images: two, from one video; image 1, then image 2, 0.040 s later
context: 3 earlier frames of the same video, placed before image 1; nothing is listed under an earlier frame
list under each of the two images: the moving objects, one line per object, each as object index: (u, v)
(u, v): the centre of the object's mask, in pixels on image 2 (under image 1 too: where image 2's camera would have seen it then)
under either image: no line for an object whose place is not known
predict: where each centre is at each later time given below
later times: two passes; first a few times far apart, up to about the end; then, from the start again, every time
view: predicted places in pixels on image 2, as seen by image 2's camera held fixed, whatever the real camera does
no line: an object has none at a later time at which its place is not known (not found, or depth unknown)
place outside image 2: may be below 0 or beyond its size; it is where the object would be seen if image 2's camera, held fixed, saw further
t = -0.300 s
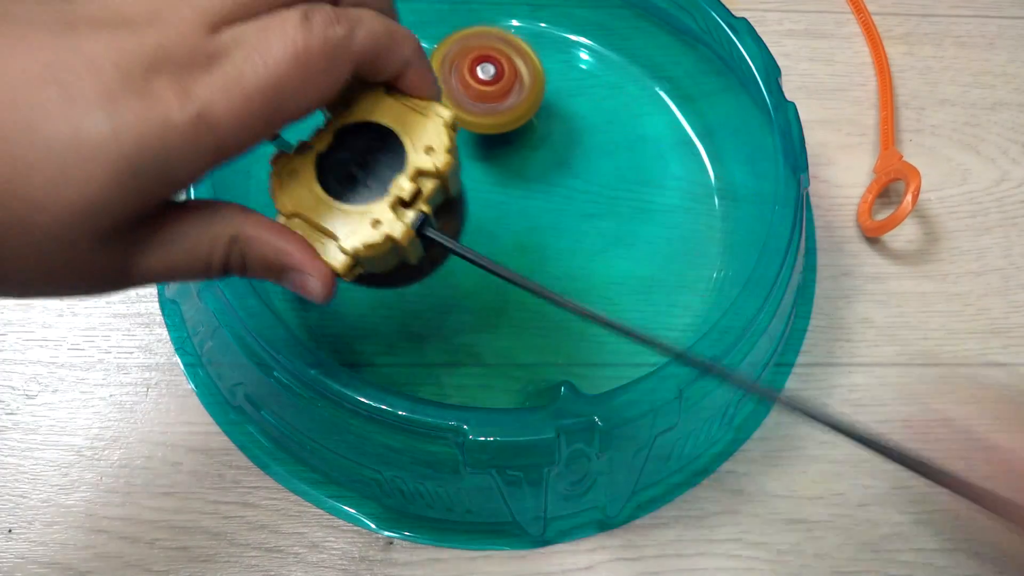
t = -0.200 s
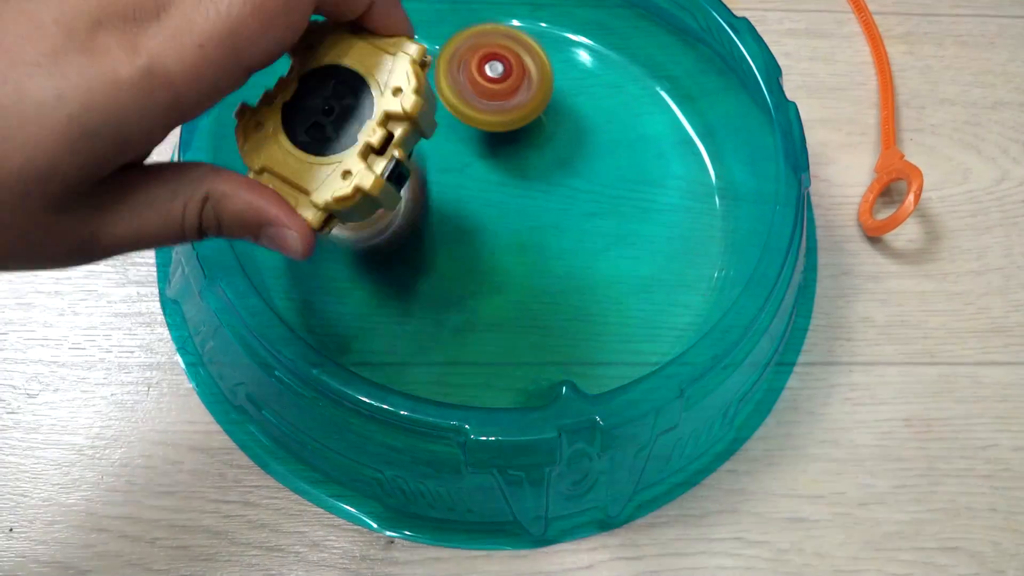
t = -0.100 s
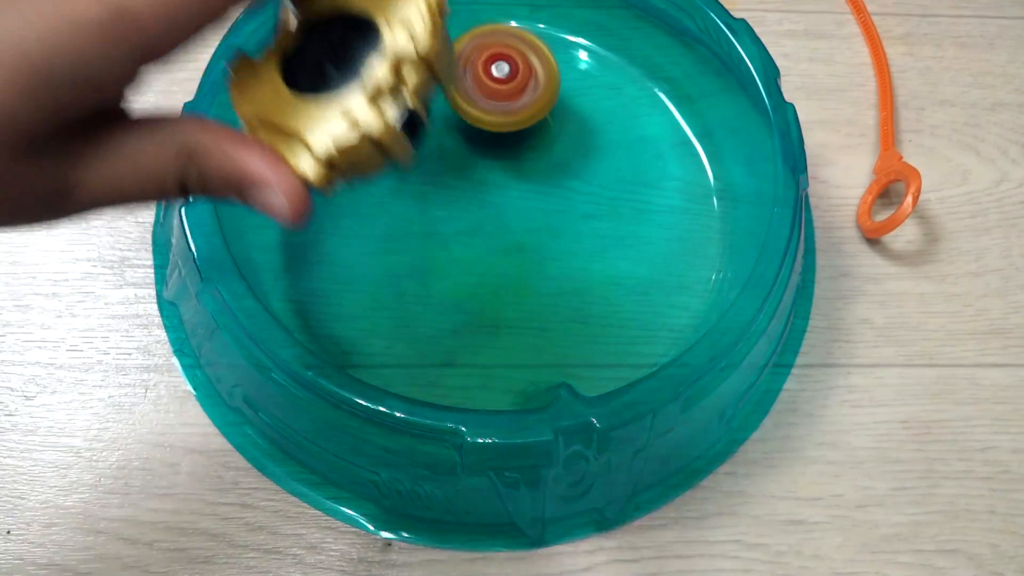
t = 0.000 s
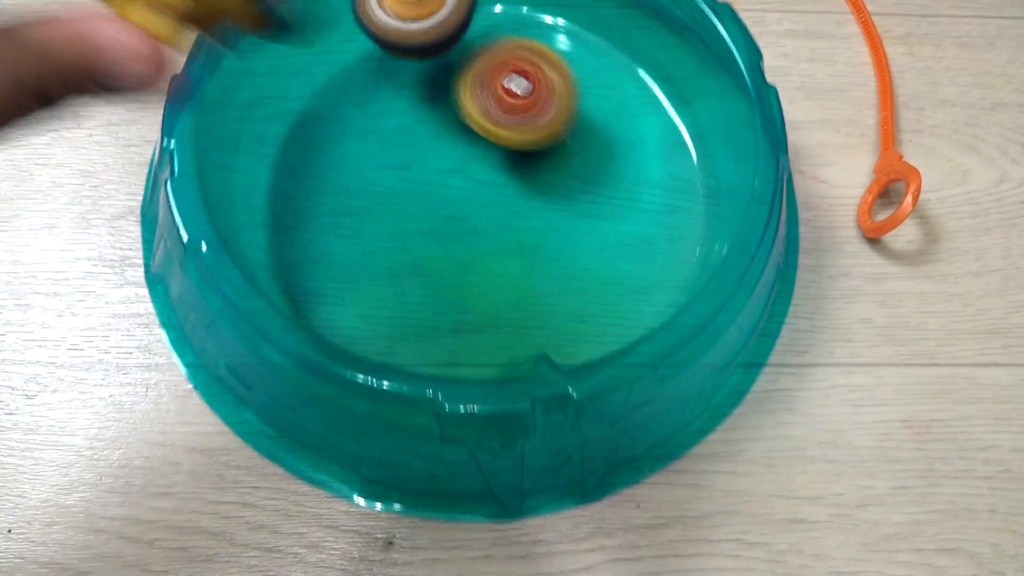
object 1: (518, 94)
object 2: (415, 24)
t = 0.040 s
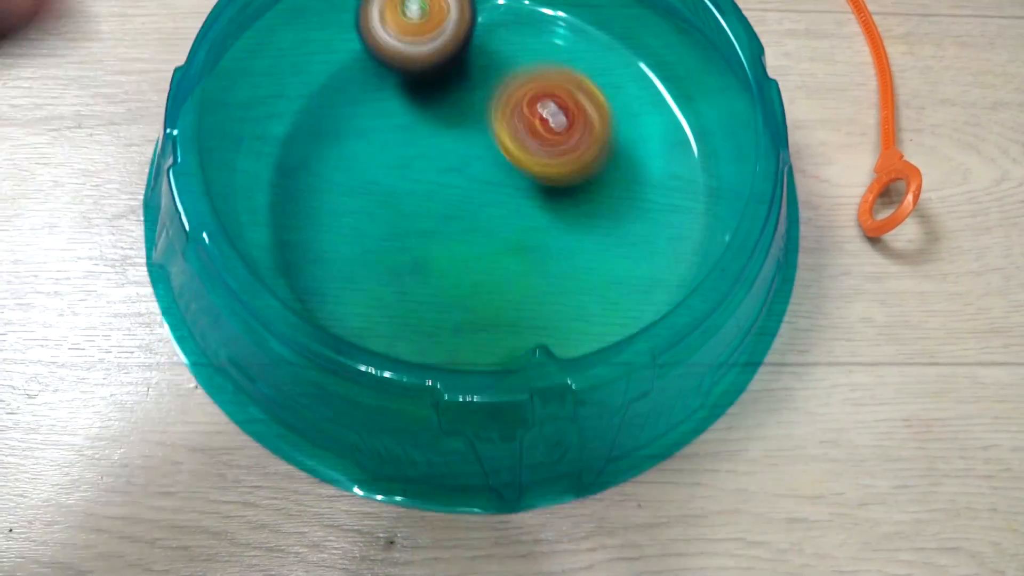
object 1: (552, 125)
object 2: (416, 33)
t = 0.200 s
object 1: (656, 221)
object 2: (442, 74)
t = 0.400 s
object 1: (598, 203)
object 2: (468, 150)
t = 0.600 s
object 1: (612, 193)
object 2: (388, 159)
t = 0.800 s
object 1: (582, 182)
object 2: (344, 133)
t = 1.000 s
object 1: (535, 186)
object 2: (367, 104)
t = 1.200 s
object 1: (478, 197)
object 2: (437, 88)
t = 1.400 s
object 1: (436, 205)
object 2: (506, 106)
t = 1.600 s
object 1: (413, 201)
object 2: (528, 151)
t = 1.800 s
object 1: (370, 191)
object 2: (547, 193)
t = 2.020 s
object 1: (368, 162)
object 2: (524, 247)
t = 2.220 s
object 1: (396, 133)
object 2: (471, 269)
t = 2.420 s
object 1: (435, 106)
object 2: (439, 240)
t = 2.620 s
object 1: (475, 74)
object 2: (440, 192)
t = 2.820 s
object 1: (503, 44)
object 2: (457, 153)
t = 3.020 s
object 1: (510, 29)
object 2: (462, 190)
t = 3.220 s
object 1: (486, 67)
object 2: (475, 246)
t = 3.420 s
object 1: (490, 122)
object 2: (502, 258)
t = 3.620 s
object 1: (477, 130)
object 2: (528, 275)
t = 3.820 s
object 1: (465, 146)
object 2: (527, 268)
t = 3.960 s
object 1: (432, 136)
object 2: (533, 289)
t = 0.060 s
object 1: (569, 142)
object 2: (418, 40)
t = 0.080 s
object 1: (584, 152)
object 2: (420, 38)
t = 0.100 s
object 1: (599, 168)
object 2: (423, 39)
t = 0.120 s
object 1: (613, 180)
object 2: (427, 43)
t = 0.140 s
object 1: (626, 192)
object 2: (431, 51)
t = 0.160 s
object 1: (638, 203)
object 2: (435, 67)
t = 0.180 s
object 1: (649, 213)
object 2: (439, 70)
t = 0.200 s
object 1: (656, 221)
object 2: (442, 74)
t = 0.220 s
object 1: (651, 220)
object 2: (447, 83)
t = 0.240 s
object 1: (642, 220)
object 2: (451, 97)
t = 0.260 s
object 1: (634, 217)
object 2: (455, 103)
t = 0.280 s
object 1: (626, 215)
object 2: (460, 110)
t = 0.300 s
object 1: (618, 213)
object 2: (464, 119)
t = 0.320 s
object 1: (609, 209)
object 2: (469, 124)
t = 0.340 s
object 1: (601, 206)
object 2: (474, 134)
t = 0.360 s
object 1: (593, 203)
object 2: (478, 142)
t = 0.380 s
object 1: (594, 202)
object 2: (475, 145)
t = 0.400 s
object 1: (598, 203)
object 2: (468, 150)
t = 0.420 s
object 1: (602, 202)
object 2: (460, 153)
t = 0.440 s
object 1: (605, 202)
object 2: (452, 156)
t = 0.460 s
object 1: (608, 201)
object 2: (444, 158)
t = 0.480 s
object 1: (610, 200)
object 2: (435, 159)
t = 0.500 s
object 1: (612, 199)
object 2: (427, 161)
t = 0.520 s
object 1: (613, 198)
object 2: (419, 161)
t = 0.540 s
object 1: (614, 197)
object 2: (411, 161)
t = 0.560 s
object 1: (614, 195)
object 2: (403, 161)
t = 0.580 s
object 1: (613, 194)
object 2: (396, 160)
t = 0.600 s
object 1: (612, 193)
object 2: (388, 159)
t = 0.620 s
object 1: (611, 191)
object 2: (381, 158)
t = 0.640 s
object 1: (609, 189)
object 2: (375, 156)
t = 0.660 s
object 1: (607, 188)
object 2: (369, 154)
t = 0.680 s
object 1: (604, 187)
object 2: (363, 151)
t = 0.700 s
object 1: (601, 186)
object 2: (358, 148)
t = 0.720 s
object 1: (598, 184)
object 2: (354, 145)
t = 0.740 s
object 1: (594, 184)
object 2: (350, 142)
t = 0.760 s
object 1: (590, 183)
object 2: (348, 140)
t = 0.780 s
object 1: (586, 182)
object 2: (346, 136)
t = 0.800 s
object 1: (582, 182)
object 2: (344, 133)
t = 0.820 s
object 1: (577, 182)
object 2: (344, 130)
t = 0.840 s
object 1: (573, 181)
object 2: (344, 127)
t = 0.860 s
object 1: (568, 182)
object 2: (345, 124)
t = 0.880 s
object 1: (564, 182)
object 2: (346, 121)
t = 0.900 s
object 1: (560, 182)
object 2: (348, 118)
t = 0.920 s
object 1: (555, 183)
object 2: (351, 115)
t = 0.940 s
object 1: (550, 184)
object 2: (354, 112)
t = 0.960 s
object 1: (545, 184)
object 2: (358, 109)
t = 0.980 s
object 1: (540, 185)
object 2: (362, 106)
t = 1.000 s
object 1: (535, 186)
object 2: (367, 104)
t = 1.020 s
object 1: (529, 187)
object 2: (373, 101)
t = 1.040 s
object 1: (523, 188)
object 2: (378, 99)
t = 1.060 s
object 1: (518, 189)
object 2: (385, 97)
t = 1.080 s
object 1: (512, 191)
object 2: (391, 95)
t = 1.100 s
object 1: (506, 191)
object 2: (398, 94)
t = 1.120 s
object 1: (500, 192)
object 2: (406, 92)
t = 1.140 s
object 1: (494, 193)
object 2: (413, 91)
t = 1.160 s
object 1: (489, 194)
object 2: (421, 90)
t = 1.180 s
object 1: (483, 195)
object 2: (429, 89)
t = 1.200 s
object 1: (478, 197)
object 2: (437, 88)
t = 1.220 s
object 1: (473, 198)
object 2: (445, 88)
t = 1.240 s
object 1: (468, 199)
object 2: (453, 88)
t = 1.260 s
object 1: (464, 200)
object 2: (462, 89)
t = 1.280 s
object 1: (459, 201)
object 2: (469, 90)
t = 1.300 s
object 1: (455, 202)
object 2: (476, 92)
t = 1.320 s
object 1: (451, 203)
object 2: (483, 94)
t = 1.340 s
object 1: (447, 203)
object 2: (490, 97)
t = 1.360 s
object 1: (443, 204)
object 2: (496, 100)
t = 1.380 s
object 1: (440, 205)
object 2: (501, 103)
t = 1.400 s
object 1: (436, 205)
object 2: (506, 106)
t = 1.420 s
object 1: (433, 206)
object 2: (510, 110)
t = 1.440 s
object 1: (430, 206)
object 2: (514, 113)
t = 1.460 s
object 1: (428, 206)
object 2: (518, 117)
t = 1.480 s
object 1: (425, 206)
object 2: (521, 121)
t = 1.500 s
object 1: (423, 205)
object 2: (523, 126)
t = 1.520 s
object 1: (420, 205)
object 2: (525, 130)
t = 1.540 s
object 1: (419, 204)
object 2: (526, 135)
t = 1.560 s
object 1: (417, 203)
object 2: (527, 140)
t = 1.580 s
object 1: (415, 202)
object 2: (528, 146)
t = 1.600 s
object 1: (413, 201)
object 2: (528, 151)
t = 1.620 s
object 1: (410, 200)
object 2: (529, 155)
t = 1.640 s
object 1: (404, 200)
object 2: (532, 159)
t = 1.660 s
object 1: (399, 200)
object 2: (535, 162)
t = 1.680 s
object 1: (394, 199)
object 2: (538, 166)
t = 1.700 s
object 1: (389, 198)
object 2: (541, 170)
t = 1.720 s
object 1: (384, 197)
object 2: (543, 174)
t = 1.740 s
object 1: (380, 196)
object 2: (544, 179)
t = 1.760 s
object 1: (377, 194)
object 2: (546, 183)
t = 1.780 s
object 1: (373, 193)
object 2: (547, 188)
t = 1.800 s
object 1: (370, 191)
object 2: (547, 193)
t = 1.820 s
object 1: (368, 189)
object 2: (548, 198)
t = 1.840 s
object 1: (366, 186)
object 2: (548, 203)
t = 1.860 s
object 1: (365, 184)
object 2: (547, 208)
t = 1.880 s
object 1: (364, 181)
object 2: (546, 213)
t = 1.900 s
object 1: (363, 178)
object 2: (544, 218)
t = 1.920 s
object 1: (363, 176)
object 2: (542, 223)
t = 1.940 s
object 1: (363, 173)
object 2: (539, 228)
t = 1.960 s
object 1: (364, 170)
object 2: (536, 234)
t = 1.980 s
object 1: (365, 167)
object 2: (532, 238)
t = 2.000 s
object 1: (367, 165)
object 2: (529, 243)
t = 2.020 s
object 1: (368, 162)
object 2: (524, 247)
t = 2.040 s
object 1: (370, 159)
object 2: (519, 250)
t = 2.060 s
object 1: (372, 156)
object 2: (514, 254)
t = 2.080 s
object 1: (375, 153)
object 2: (509, 258)
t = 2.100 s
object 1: (377, 150)
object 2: (504, 261)
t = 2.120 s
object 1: (380, 147)
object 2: (499, 264)
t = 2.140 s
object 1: (383, 145)
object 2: (493, 266)
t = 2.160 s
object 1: (386, 142)
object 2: (487, 268)
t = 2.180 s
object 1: (390, 139)
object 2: (482, 269)
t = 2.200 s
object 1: (393, 136)
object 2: (477, 269)
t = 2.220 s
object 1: (396, 133)
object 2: (471, 269)
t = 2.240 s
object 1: (400, 130)
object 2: (466, 269)
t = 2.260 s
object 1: (404, 127)
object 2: (461, 267)
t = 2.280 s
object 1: (407, 124)
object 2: (457, 266)
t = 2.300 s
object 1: (411, 122)
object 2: (454, 264)
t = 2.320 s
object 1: (415, 119)
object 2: (450, 261)
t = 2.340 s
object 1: (419, 116)
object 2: (447, 258)
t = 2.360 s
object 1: (423, 114)
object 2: (445, 254)
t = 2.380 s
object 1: (427, 111)
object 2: (442, 250)
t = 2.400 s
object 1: (431, 108)
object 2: (440, 245)
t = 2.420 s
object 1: (435, 106)
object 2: (439, 240)
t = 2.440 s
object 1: (440, 103)
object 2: (437, 235)
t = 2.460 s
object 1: (444, 101)
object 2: (437, 230)
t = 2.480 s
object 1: (448, 98)
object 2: (436, 224)
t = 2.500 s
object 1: (452, 96)
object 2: (435, 218)
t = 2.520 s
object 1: (456, 94)
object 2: (435, 212)
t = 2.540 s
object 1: (461, 91)
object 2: (435, 206)
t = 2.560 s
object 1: (465, 88)
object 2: (436, 201)
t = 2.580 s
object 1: (468, 83)
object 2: (437, 198)
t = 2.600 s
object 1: (472, 78)
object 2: (438, 195)
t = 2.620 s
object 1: (475, 74)
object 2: (440, 192)
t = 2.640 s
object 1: (479, 69)
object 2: (441, 188)
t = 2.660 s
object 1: (482, 65)
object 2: (443, 185)
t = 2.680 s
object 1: (486, 61)
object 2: (445, 181)
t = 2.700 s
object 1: (489, 57)
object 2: (447, 177)
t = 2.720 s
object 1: (491, 54)
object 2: (449, 173)
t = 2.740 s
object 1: (494, 51)
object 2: (451, 169)
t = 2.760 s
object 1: (497, 49)
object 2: (452, 165)
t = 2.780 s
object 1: (499, 47)
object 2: (454, 161)
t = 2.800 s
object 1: (501, 45)
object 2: (455, 157)
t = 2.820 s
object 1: (503, 44)
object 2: (457, 153)
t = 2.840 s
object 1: (505, 43)
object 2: (459, 149)
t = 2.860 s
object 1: (506, 42)
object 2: (461, 145)
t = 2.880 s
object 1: (507, 41)
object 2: (463, 142)
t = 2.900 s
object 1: (509, 39)
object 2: (464, 142)
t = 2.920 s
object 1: (513, 32)
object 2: (463, 150)
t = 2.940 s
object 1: (516, 27)
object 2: (463, 159)
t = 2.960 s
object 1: (518, 23)
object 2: (462, 166)
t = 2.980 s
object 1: (516, 23)
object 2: (462, 175)
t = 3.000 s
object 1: (513, 26)
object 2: (462, 182)
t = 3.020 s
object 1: (510, 29)
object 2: (462, 190)
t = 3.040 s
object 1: (506, 31)
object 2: (462, 197)
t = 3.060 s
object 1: (503, 34)
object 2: (462, 203)
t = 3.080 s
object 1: (499, 37)
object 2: (463, 210)
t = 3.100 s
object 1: (496, 41)
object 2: (464, 216)
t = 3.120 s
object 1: (493, 44)
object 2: (465, 222)
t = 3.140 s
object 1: (491, 47)
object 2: (467, 228)
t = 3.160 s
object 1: (489, 51)
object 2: (469, 234)
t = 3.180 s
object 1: (488, 56)
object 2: (470, 239)
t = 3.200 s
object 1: (486, 62)
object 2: (473, 242)
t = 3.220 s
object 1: (486, 67)
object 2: (475, 246)
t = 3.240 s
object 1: (485, 72)
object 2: (477, 250)
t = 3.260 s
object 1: (485, 78)
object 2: (480, 252)
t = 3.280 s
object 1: (485, 83)
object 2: (483, 255)
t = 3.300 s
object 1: (485, 89)
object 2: (486, 257)
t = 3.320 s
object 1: (486, 94)
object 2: (489, 258)
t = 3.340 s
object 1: (486, 99)
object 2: (491, 259)
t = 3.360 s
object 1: (487, 105)
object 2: (494, 259)
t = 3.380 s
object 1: (488, 111)
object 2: (497, 259)
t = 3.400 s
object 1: (489, 116)
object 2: (499, 259)
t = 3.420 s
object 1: (490, 122)
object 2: (502, 258)
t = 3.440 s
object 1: (490, 126)
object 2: (504, 256)
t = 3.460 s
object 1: (490, 131)
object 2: (506, 254)
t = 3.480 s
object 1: (490, 134)
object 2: (509, 255)
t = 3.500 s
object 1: (488, 134)
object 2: (512, 259)
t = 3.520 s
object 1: (486, 132)
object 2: (516, 263)
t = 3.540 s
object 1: (484, 131)
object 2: (519, 267)
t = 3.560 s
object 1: (482, 131)
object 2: (522, 269)
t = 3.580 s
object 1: (480, 130)
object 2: (524, 272)
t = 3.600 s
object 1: (479, 130)
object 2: (526, 274)
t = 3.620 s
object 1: (477, 130)
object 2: (528, 275)
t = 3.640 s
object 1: (476, 130)
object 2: (530, 276)
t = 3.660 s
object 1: (475, 131)
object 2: (531, 276)
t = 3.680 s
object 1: (474, 132)
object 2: (532, 276)
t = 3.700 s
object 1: (472, 133)
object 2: (532, 276)
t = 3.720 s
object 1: (471, 134)
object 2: (532, 275)
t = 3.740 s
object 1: (470, 136)
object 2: (532, 274)
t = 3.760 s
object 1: (469, 138)
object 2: (531, 273)
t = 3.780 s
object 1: (467, 140)
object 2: (530, 272)
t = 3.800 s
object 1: (466, 143)
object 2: (529, 270)
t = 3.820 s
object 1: (465, 146)
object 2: (527, 268)
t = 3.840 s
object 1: (463, 149)
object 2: (525, 265)
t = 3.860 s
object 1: (462, 153)
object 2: (524, 263)
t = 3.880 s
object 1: (459, 153)
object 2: (524, 265)
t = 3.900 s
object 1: (452, 148)
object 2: (527, 271)
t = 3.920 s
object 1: (445, 143)
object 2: (529, 278)
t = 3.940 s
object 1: (438, 139)
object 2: (531, 283)
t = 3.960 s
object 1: (432, 136)
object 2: (533, 289)
